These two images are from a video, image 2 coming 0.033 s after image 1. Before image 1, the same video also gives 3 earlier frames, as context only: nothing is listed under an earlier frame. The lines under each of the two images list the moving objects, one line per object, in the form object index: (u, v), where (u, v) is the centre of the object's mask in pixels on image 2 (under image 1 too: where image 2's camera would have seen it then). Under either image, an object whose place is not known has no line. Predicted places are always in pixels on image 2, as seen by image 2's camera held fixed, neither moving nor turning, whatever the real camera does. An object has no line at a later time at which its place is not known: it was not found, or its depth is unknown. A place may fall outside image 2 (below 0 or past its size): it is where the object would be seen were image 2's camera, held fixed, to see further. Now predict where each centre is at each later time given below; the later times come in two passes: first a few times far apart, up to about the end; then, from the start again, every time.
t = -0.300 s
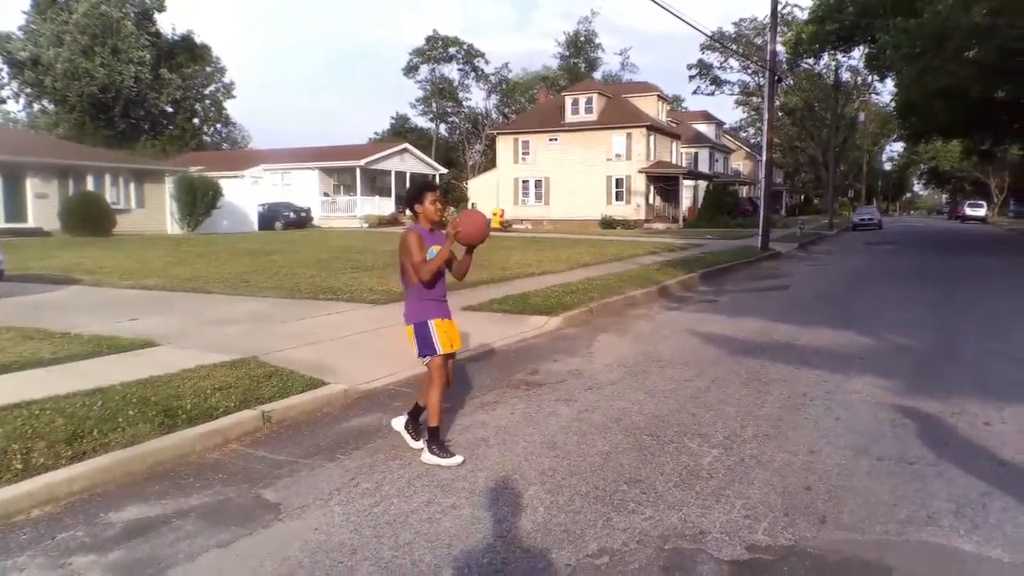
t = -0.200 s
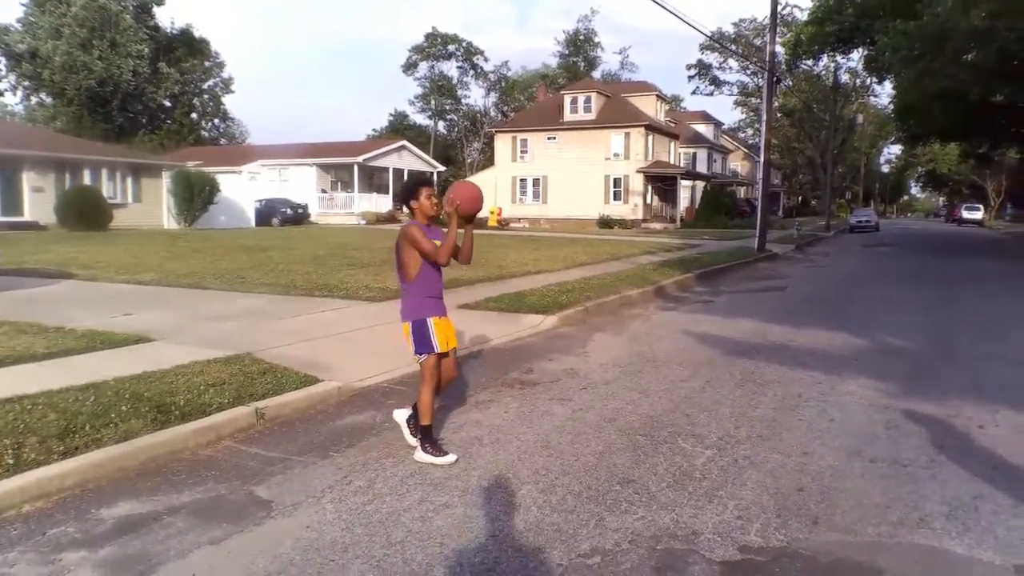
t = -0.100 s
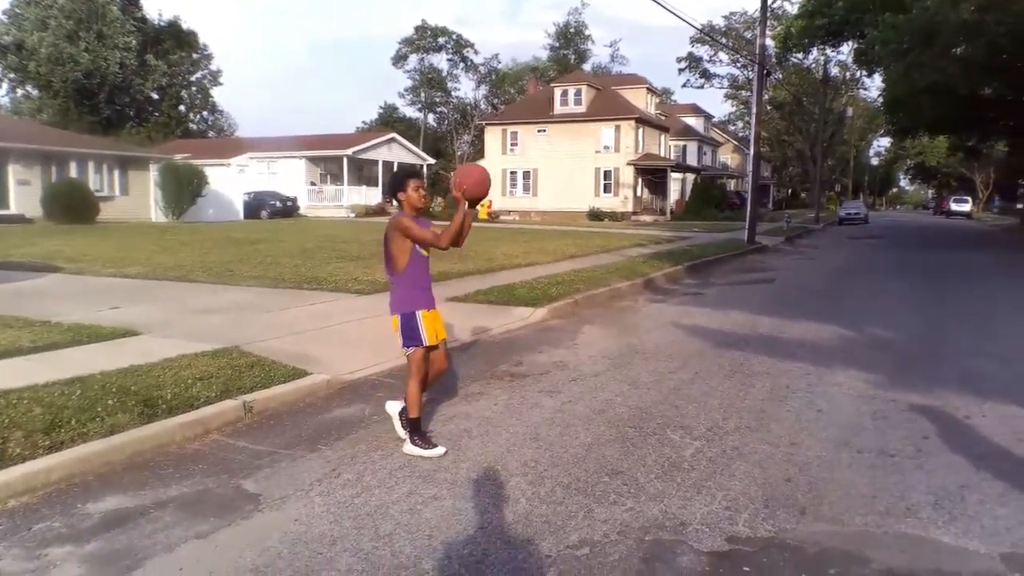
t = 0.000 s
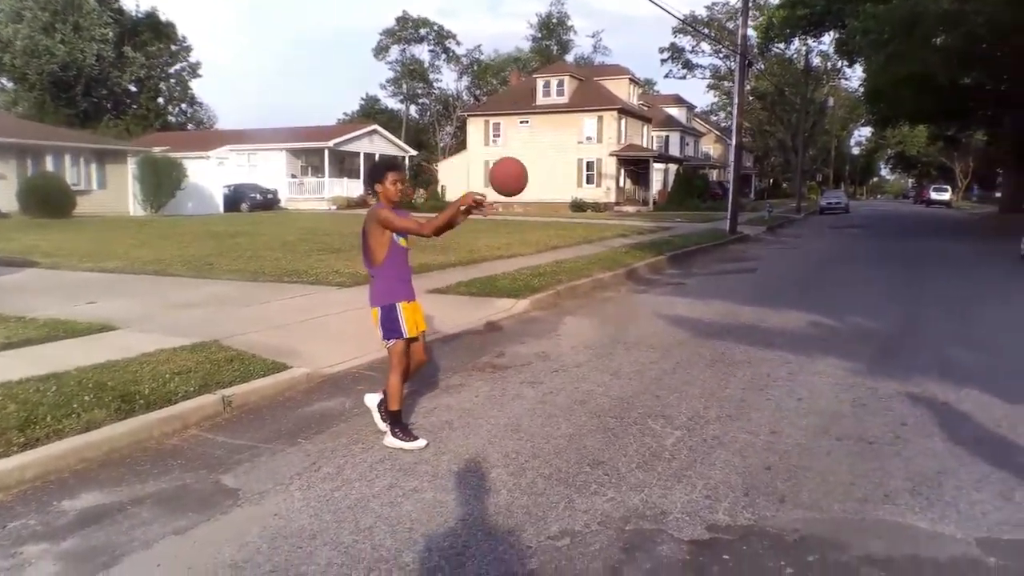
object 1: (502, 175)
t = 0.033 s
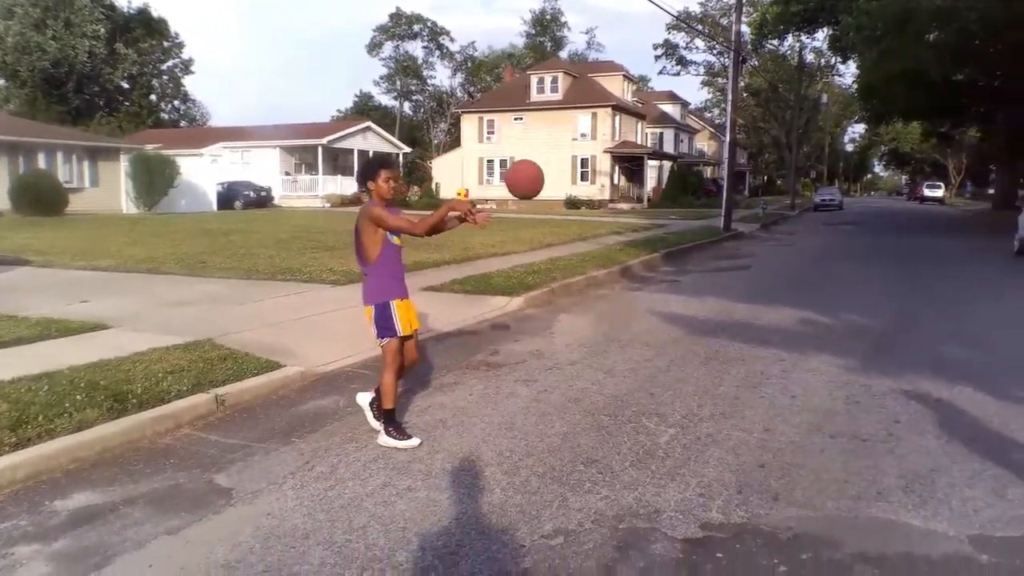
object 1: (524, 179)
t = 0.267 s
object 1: (680, 271)
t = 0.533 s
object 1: (837, 379)
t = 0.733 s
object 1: (920, 282)
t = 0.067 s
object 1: (547, 187)
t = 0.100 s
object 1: (569, 196)
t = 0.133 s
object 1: (591, 207)
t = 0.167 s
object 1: (613, 220)
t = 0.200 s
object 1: (636, 237)
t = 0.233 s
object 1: (658, 253)
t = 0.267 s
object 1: (680, 271)
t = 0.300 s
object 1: (702, 292)
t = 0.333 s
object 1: (724, 315)
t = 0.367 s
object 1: (747, 339)
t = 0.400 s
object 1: (768, 364)
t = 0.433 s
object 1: (791, 391)
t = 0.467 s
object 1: (812, 420)
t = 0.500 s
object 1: (824, 400)
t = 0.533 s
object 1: (837, 379)
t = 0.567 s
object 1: (851, 358)
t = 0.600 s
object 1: (864, 340)
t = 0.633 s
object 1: (877, 323)
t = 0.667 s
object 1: (890, 308)
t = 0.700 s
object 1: (905, 294)
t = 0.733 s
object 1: (920, 282)
